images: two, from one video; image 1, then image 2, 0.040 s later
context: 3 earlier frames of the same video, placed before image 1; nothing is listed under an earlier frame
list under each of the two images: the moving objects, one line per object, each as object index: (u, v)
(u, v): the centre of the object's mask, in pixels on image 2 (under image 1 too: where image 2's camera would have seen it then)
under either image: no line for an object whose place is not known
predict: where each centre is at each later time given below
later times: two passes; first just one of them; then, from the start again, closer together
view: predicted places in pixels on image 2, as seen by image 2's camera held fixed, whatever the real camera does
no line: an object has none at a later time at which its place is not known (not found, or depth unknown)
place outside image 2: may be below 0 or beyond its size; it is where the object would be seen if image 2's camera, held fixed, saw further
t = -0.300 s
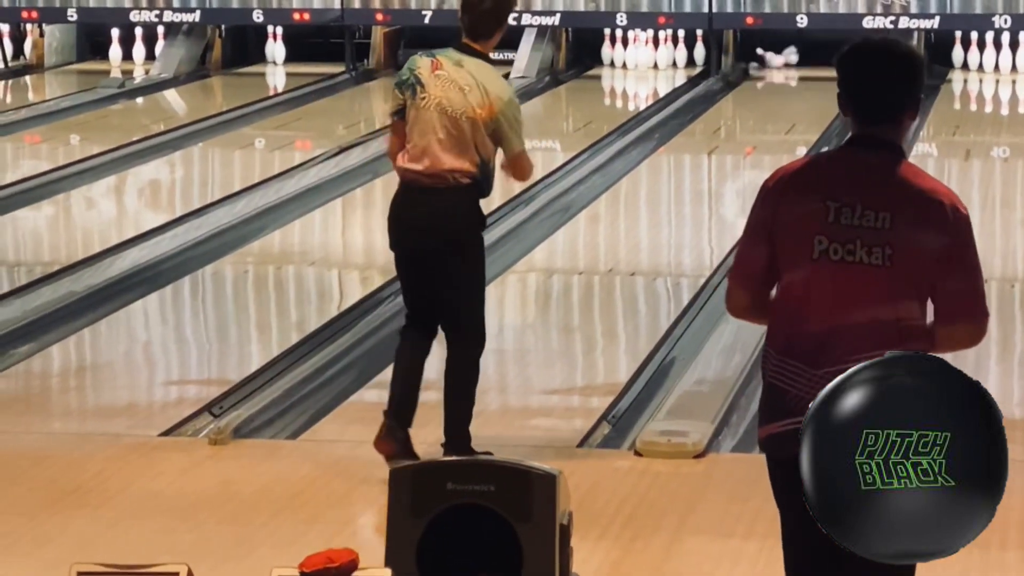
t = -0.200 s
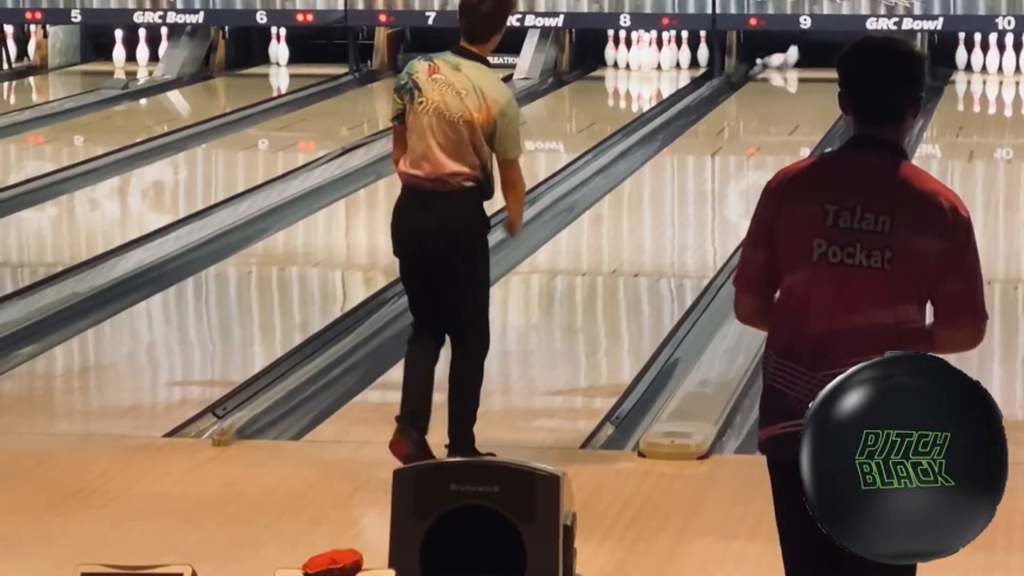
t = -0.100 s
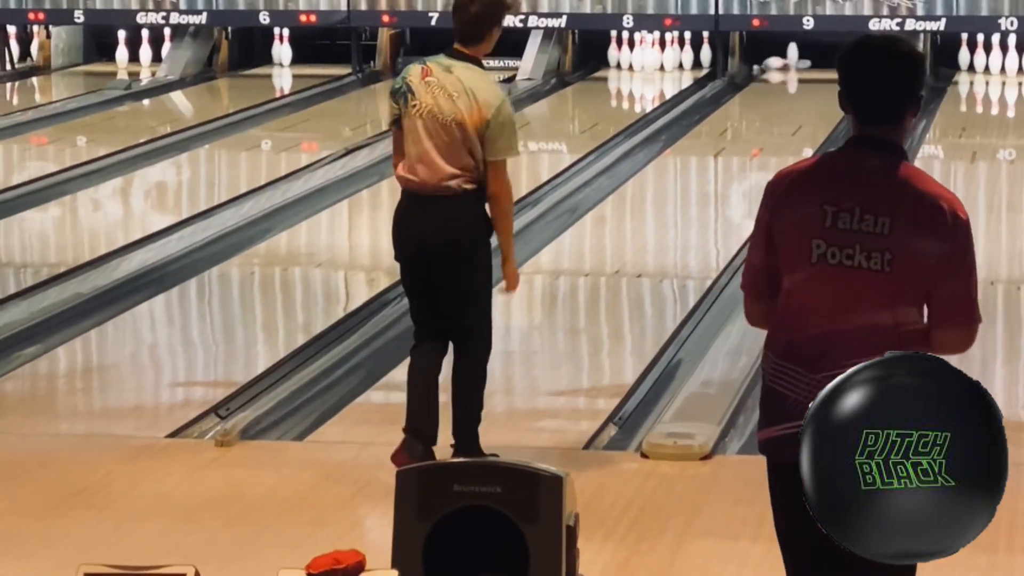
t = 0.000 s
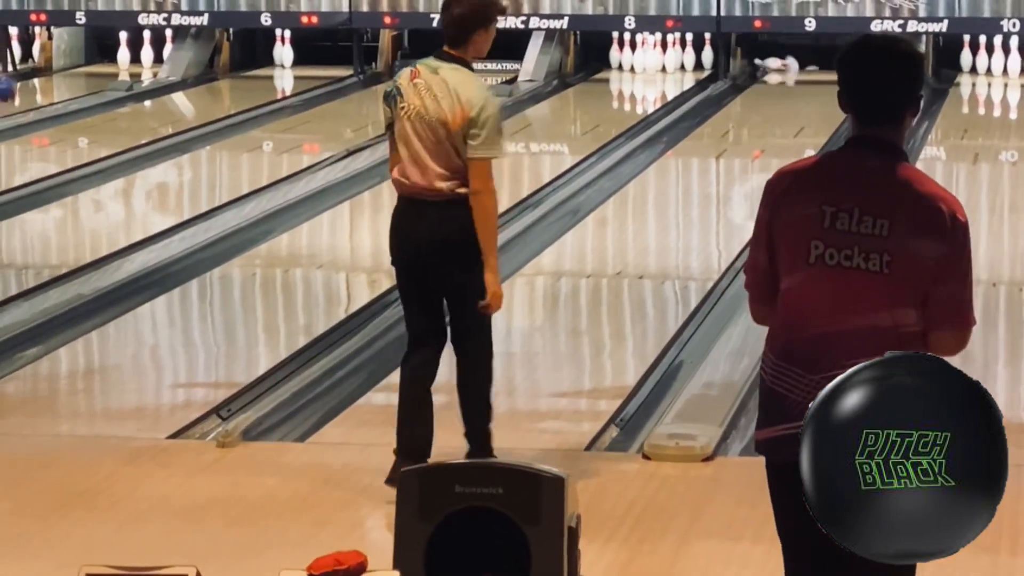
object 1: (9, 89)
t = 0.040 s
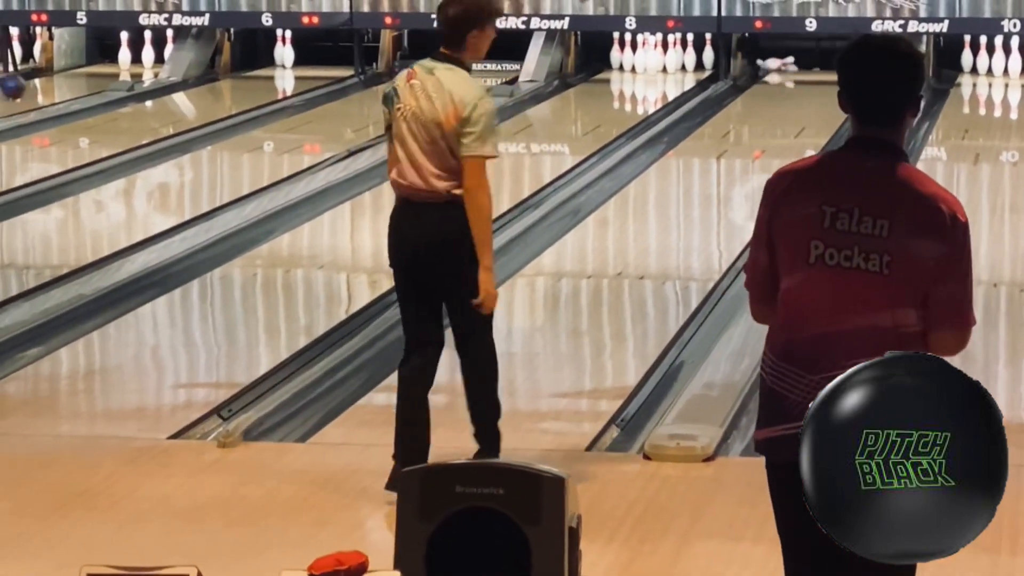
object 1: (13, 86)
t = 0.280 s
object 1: (64, 76)
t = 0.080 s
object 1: (25, 86)
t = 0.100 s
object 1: (28, 85)
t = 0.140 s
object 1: (35, 83)
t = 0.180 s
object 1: (44, 82)
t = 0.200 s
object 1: (48, 80)
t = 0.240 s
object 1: (56, 78)
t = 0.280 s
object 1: (64, 76)
